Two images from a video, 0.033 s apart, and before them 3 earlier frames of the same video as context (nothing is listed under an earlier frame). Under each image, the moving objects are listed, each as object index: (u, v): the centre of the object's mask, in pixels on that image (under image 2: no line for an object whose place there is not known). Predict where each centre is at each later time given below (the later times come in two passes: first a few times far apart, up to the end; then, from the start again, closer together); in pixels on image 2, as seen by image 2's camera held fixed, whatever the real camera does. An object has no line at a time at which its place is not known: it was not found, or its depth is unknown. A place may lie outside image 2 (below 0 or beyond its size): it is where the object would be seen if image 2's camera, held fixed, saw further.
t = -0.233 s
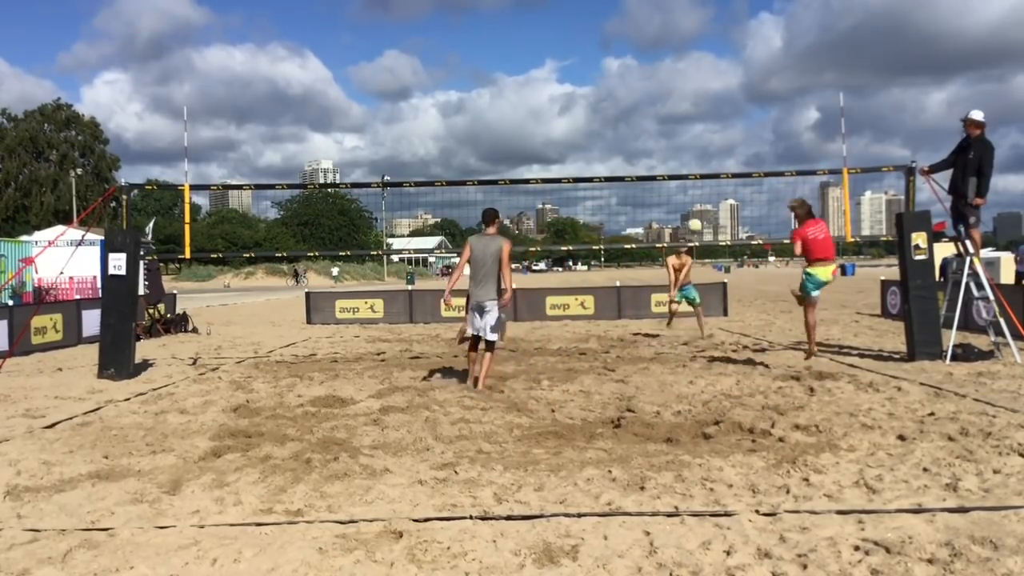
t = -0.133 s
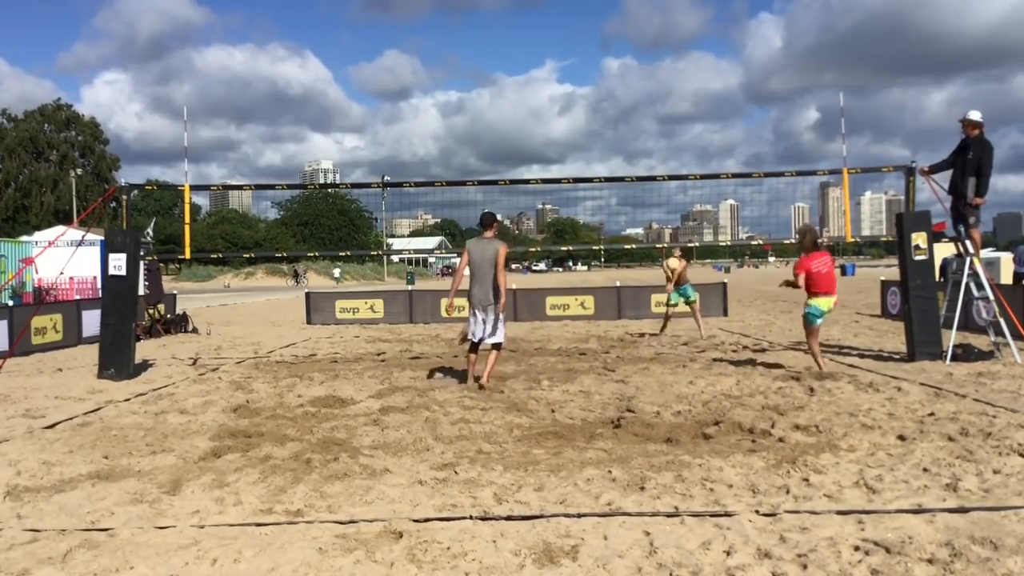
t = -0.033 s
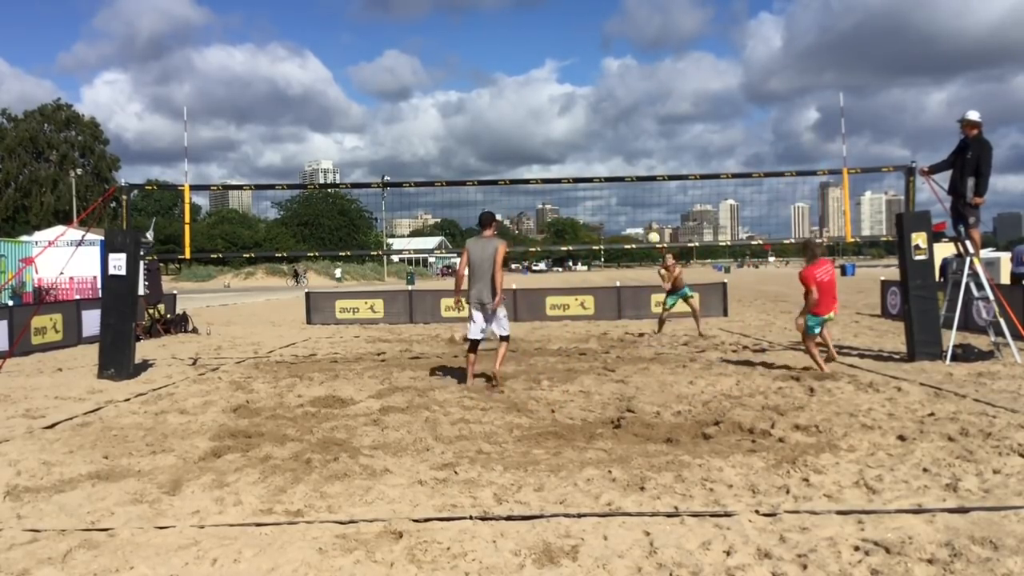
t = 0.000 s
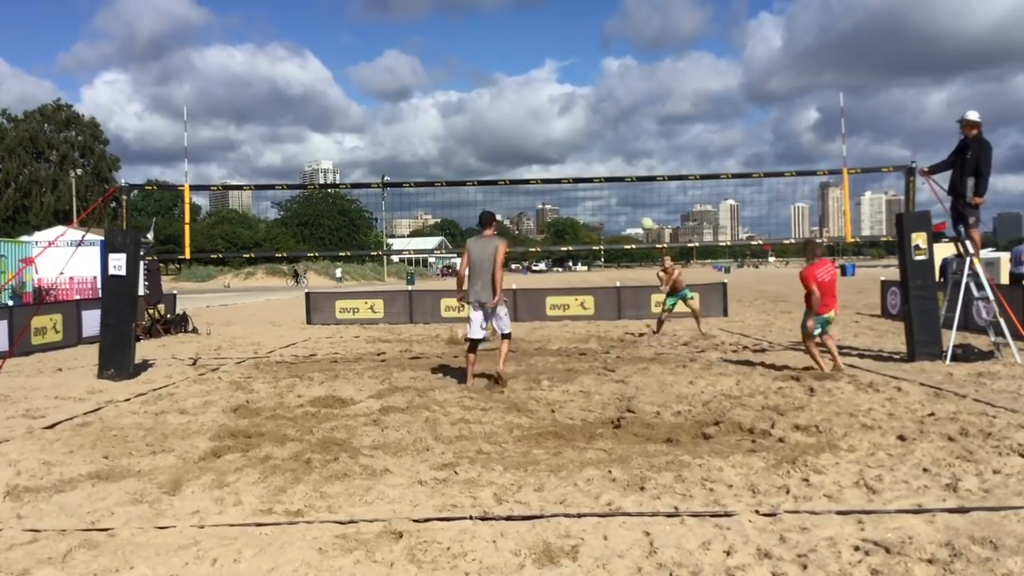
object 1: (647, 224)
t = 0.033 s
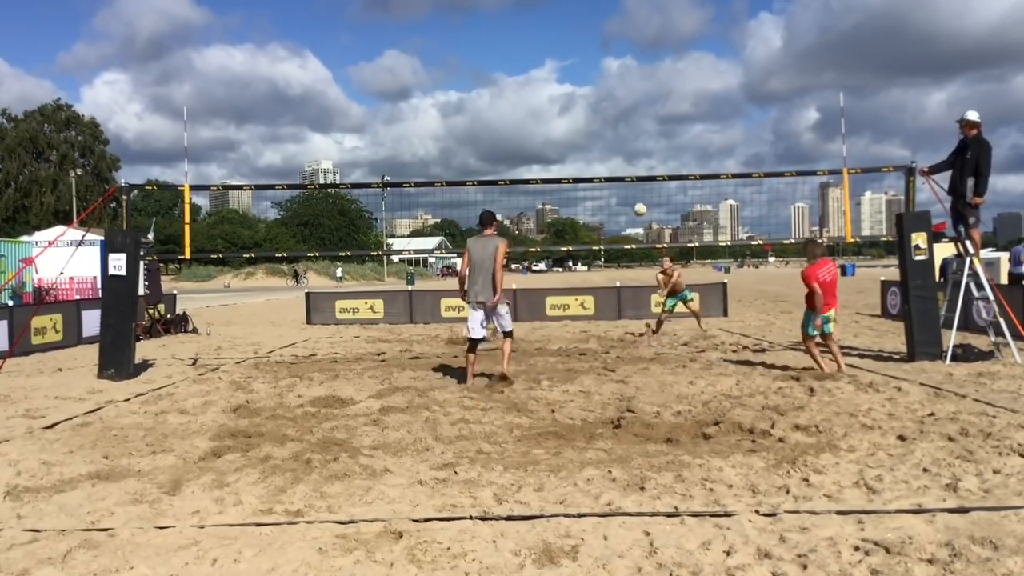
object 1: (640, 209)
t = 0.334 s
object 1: (582, 116)
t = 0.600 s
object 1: (534, 81)
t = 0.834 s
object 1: (494, 83)
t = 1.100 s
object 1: (452, 120)
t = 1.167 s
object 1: (442, 134)
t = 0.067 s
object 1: (633, 195)
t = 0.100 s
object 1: (627, 185)
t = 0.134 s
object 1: (620, 171)
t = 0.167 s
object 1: (614, 160)
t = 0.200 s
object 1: (607, 149)
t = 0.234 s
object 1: (601, 140)
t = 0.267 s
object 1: (594, 131)
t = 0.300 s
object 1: (588, 123)
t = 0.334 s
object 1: (582, 116)
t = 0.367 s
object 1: (575, 109)
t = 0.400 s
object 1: (569, 103)
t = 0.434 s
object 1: (563, 98)
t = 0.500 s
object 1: (551, 90)
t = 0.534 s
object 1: (545, 86)
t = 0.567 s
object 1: (539, 83)
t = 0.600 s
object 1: (534, 81)
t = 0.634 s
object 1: (528, 80)
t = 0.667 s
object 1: (522, 79)
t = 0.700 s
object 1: (517, 78)
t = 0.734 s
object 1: (511, 79)
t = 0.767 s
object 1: (505, 80)
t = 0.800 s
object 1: (500, 81)
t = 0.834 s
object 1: (494, 83)
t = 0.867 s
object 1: (489, 86)
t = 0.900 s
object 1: (483, 89)
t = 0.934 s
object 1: (478, 93)
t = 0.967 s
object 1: (472, 97)
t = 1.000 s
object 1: (467, 102)
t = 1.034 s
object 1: (462, 107)
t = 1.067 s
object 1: (457, 113)
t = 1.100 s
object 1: (452, 120)
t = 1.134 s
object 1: (447, 126)
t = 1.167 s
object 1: (442, 134)
